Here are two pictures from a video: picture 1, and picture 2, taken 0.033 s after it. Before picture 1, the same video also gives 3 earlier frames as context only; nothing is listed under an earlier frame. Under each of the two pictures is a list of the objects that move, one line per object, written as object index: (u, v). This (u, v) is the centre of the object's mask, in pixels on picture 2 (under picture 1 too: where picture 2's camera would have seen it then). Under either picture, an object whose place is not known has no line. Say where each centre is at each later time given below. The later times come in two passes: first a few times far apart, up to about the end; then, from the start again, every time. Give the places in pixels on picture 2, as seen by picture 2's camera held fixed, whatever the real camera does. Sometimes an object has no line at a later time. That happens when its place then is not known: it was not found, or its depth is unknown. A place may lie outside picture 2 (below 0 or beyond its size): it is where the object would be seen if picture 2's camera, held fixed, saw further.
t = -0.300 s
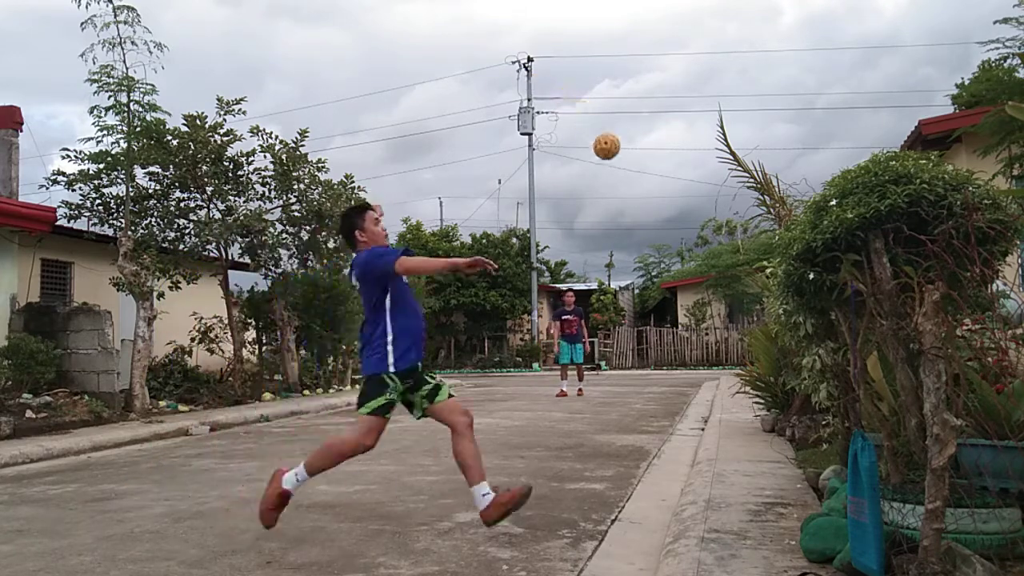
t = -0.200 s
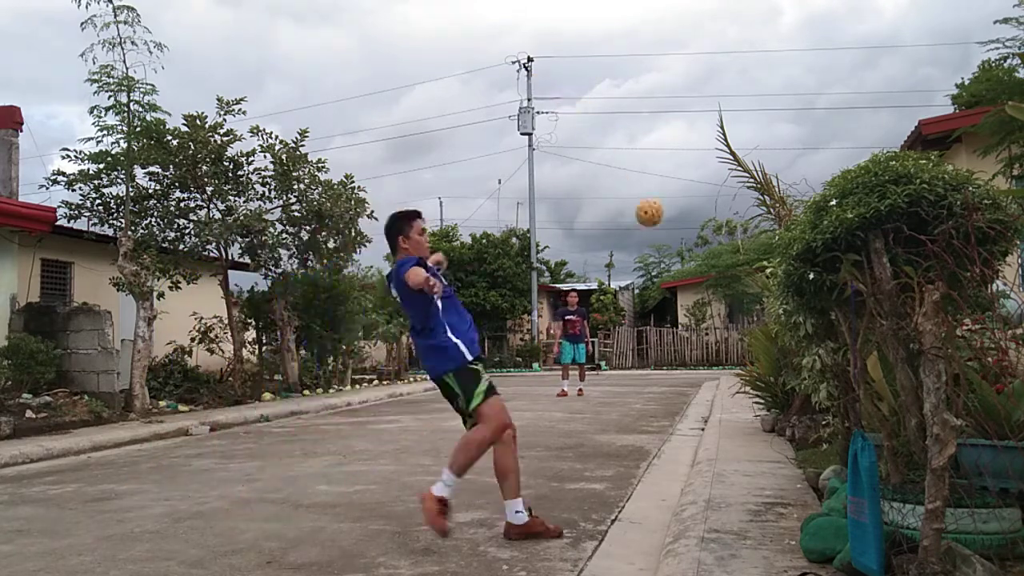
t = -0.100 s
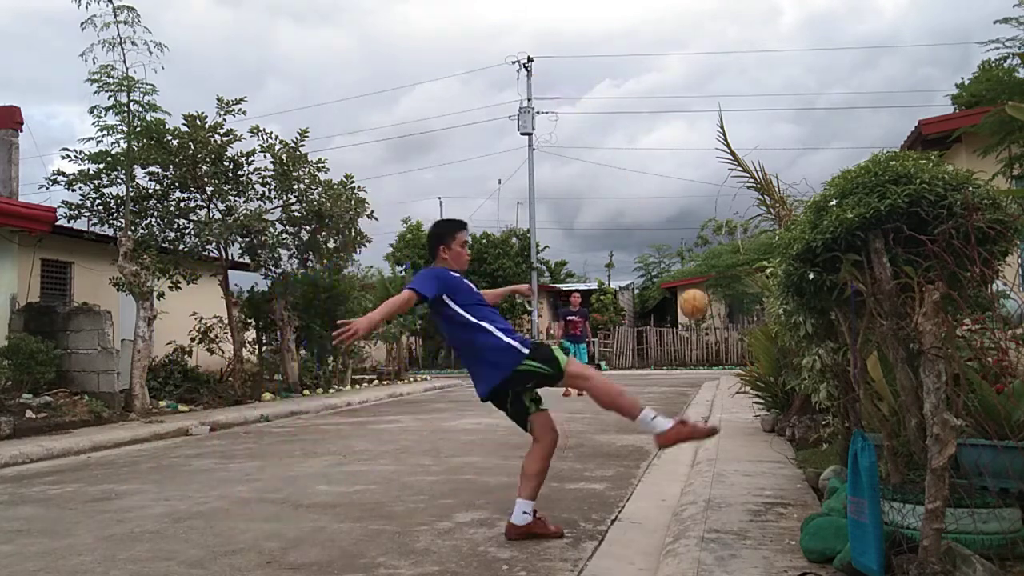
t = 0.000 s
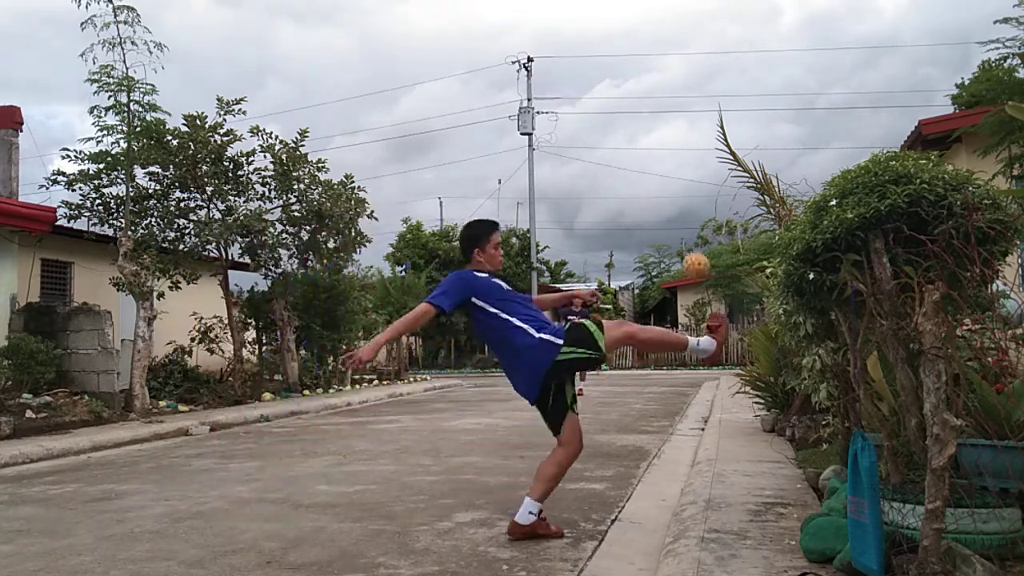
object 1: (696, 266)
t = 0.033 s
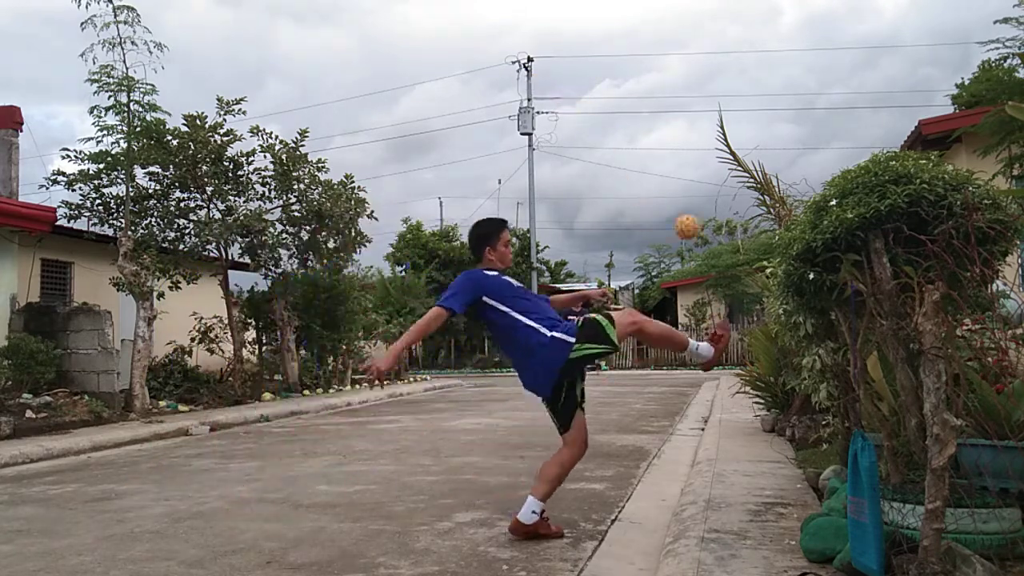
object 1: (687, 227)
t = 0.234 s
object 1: (648, 84)
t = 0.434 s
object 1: (623, 37)
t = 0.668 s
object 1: (601, 51)
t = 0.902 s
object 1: (585, 111)
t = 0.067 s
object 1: (679, 194)
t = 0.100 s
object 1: (672, 165)
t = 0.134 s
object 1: (666, 140)
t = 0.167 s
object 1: (659, 119)
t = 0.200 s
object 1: (654, 100)
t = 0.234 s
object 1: (648, 84)
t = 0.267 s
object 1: (644, 72)
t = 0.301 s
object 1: (639, 61)
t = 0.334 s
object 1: (634, 52)
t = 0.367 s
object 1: (630, 46)
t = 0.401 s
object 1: (626, 41)
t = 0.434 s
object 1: (623, 37)
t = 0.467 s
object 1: (619, 36)
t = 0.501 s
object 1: (616, 35)
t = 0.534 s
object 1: (612, 36)
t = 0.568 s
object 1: (609, 38)
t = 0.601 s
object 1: (607, 42)
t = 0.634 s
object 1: (604, 46)
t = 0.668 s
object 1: (601, 51)
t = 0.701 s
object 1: (599, 58)
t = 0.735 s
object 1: (596, 65)
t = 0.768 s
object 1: (594, 72)
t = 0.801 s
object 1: (592, 82)
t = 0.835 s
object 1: (589, 91)
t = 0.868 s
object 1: (588, 100)
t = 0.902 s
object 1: (585, 111)
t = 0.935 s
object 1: (584, 123)
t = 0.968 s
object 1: (582, 135)
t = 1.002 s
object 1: (580, 147)
